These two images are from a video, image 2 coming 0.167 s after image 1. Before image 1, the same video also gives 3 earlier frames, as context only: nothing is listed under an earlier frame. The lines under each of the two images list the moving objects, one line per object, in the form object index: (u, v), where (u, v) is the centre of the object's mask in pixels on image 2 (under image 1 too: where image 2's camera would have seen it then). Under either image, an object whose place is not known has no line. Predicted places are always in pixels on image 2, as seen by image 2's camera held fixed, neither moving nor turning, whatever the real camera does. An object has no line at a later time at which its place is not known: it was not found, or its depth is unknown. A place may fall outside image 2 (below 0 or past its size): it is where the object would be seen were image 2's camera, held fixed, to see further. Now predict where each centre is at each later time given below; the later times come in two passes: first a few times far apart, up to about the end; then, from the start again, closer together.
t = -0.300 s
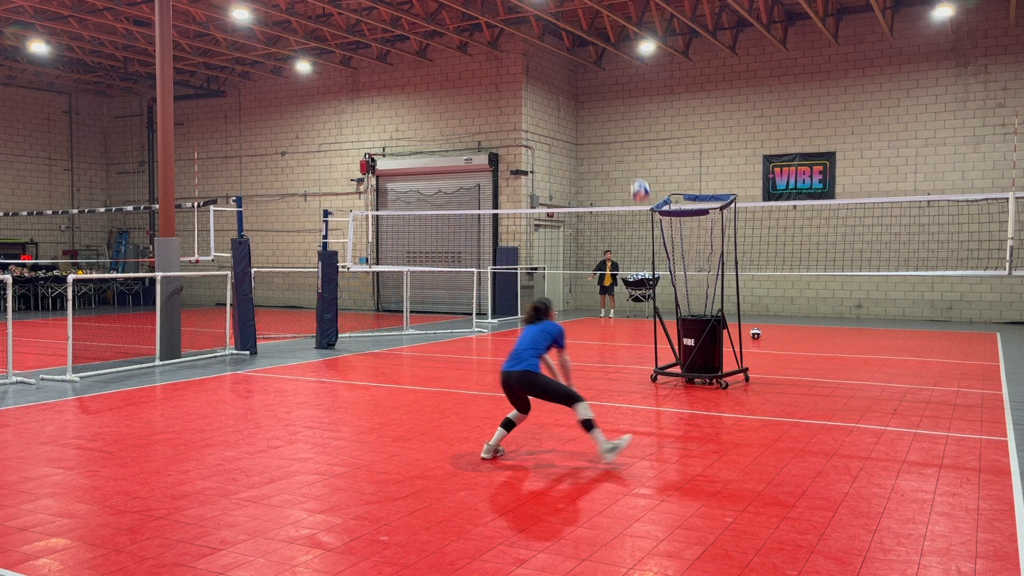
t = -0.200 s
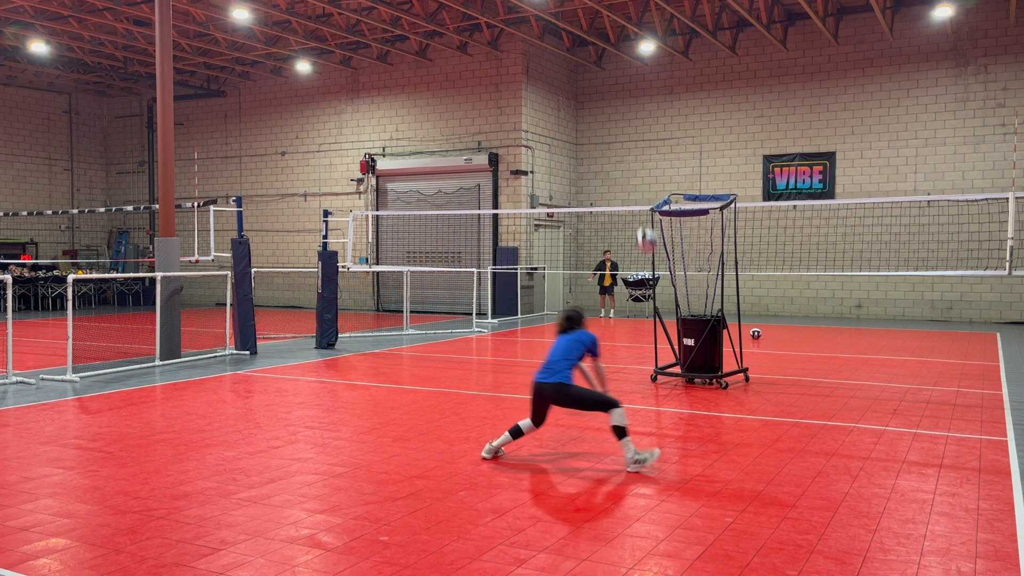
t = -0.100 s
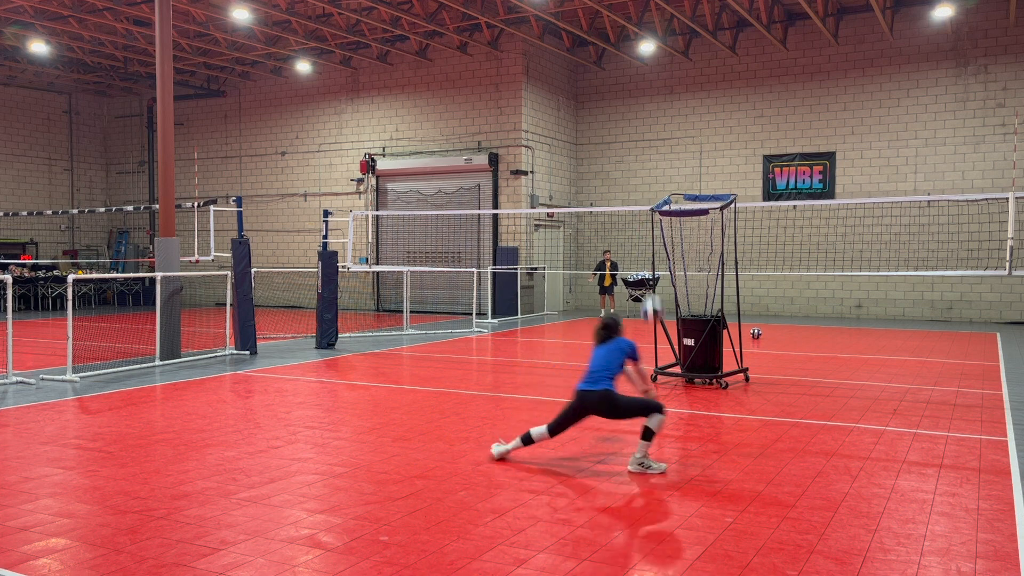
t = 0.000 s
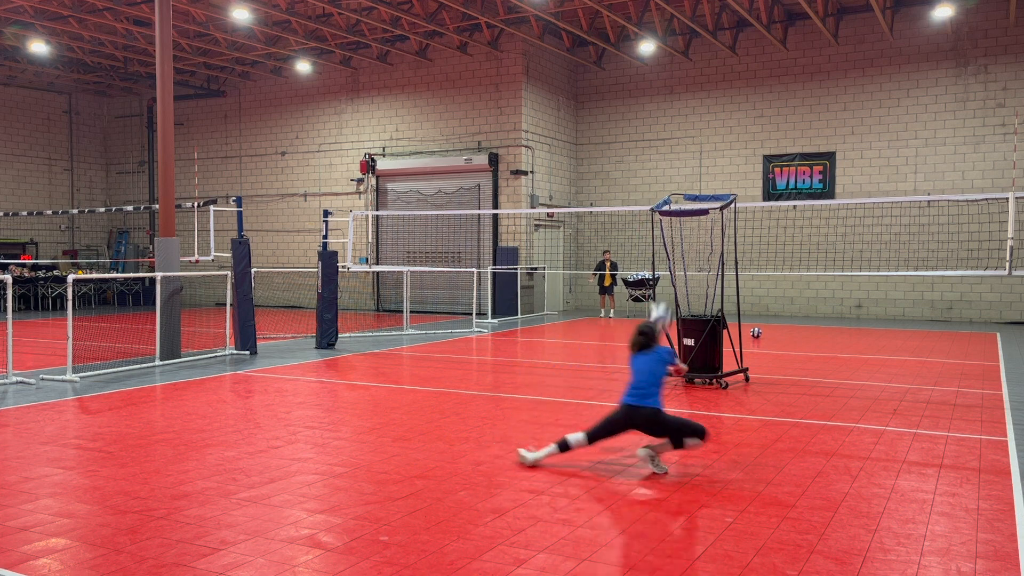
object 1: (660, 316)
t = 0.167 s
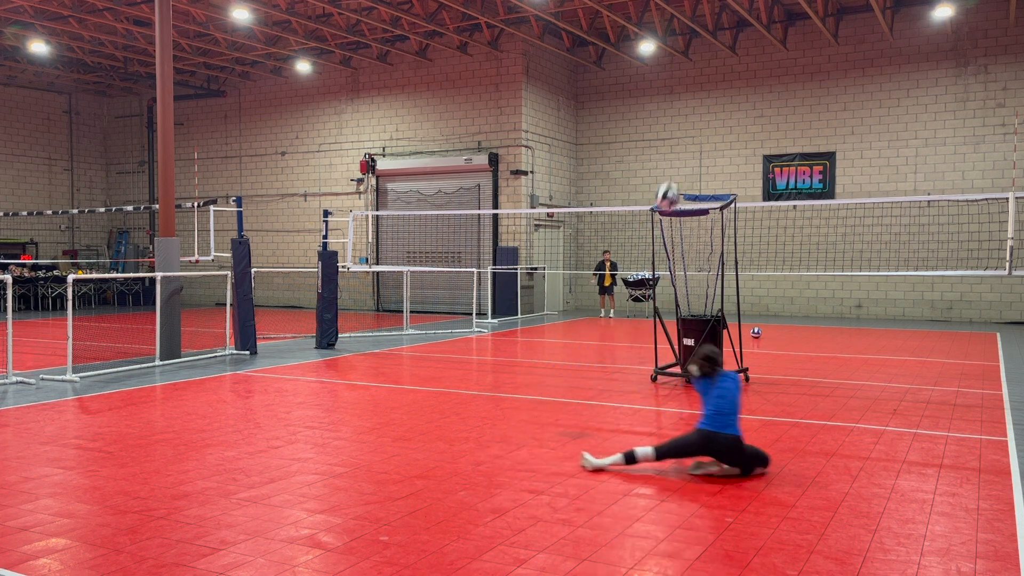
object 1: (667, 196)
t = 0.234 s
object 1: (670, 160)
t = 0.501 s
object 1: (678, 81)
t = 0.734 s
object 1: (682, 76)
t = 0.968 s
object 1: (684, 120)
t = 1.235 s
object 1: (686, 216)
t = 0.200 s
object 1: (668, 178)
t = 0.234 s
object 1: (670, 160)
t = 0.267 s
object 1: (672, 145)
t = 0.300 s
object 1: (672, 132)
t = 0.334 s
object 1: (673, 120)
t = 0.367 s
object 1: (674, 108)
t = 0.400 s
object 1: (675, 100)
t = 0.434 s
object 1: (676, 92)
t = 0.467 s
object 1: (677, 86)
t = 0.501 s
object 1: (678, 81)
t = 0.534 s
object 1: (678, 77)
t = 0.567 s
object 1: (679, 74)
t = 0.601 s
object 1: (680, 72)
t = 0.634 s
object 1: (680, 72)
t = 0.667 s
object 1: (681, 72)
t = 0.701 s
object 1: (681, 74)
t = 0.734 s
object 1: (682, 76)
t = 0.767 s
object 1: (682, 80)
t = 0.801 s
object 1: (682, 85)
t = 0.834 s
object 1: (683, 90)
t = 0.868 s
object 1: (683, 96)
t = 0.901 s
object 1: (684, 104)
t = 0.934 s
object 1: (683, 111)
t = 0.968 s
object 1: (684, 120)
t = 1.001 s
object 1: (684, 130)
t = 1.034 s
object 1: (684, 140)
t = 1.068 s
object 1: (685, 151)
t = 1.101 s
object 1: (685, 163)
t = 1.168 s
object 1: (685, 189)
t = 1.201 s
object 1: (685, 203)
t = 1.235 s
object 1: (686, 216)
